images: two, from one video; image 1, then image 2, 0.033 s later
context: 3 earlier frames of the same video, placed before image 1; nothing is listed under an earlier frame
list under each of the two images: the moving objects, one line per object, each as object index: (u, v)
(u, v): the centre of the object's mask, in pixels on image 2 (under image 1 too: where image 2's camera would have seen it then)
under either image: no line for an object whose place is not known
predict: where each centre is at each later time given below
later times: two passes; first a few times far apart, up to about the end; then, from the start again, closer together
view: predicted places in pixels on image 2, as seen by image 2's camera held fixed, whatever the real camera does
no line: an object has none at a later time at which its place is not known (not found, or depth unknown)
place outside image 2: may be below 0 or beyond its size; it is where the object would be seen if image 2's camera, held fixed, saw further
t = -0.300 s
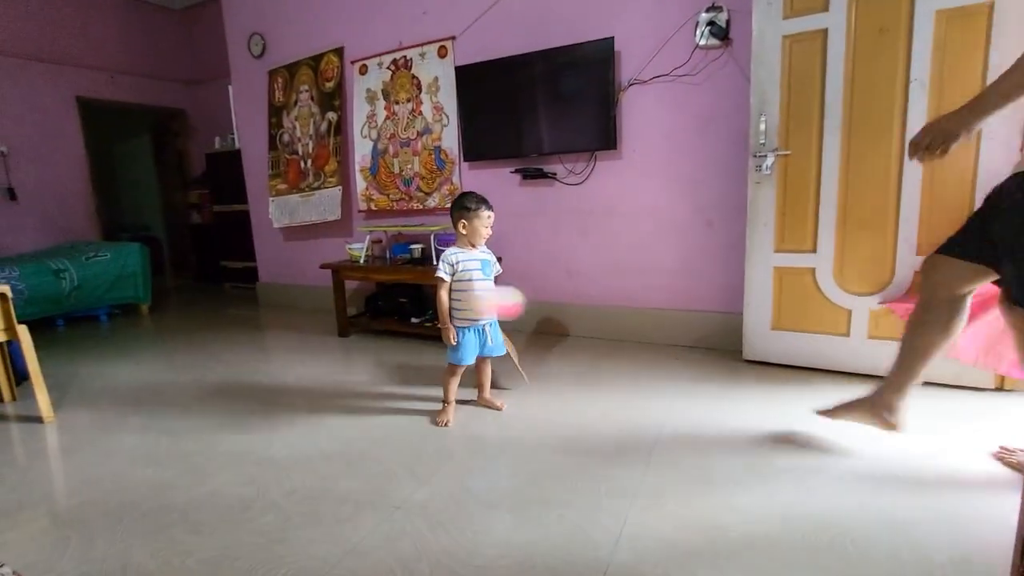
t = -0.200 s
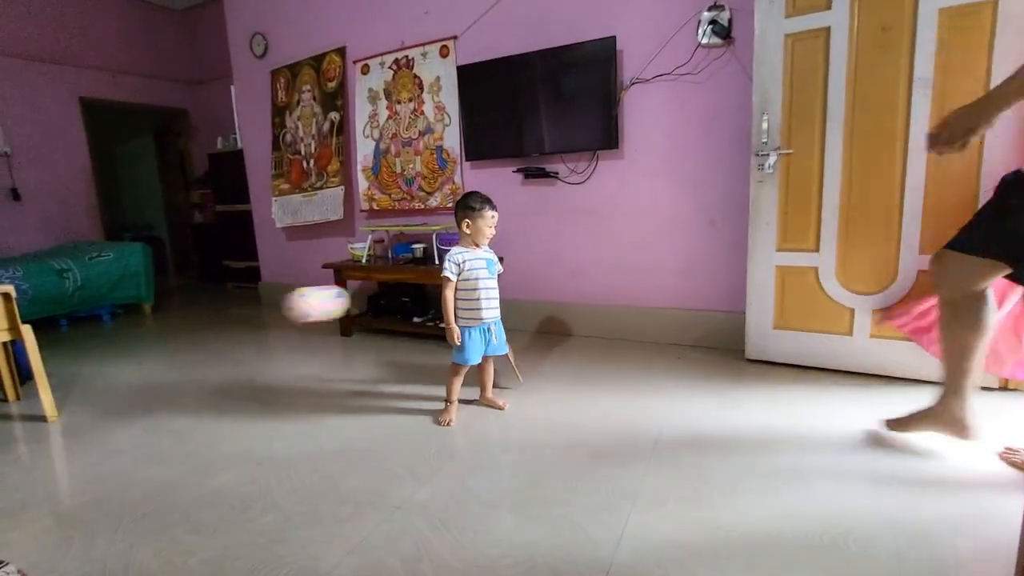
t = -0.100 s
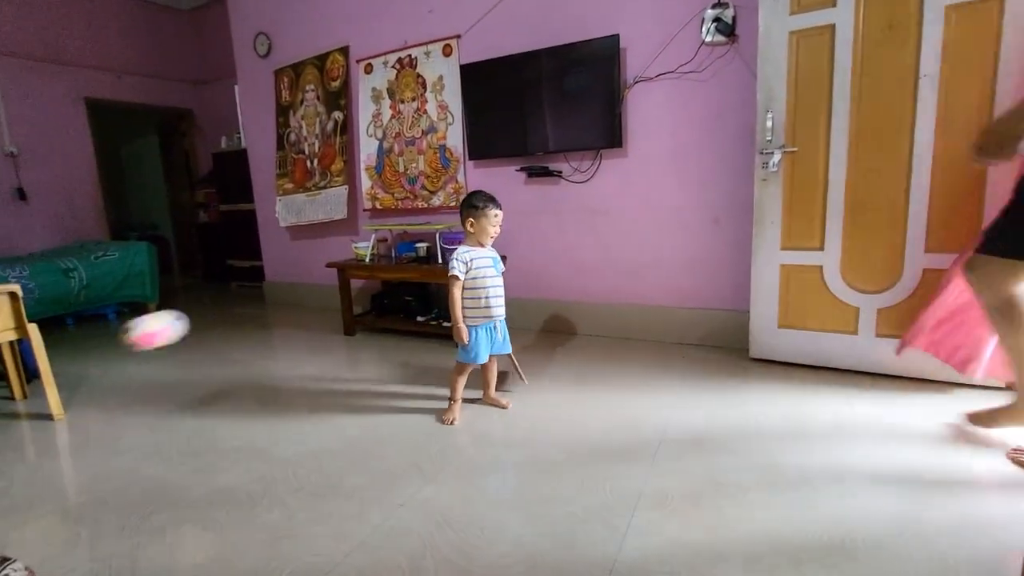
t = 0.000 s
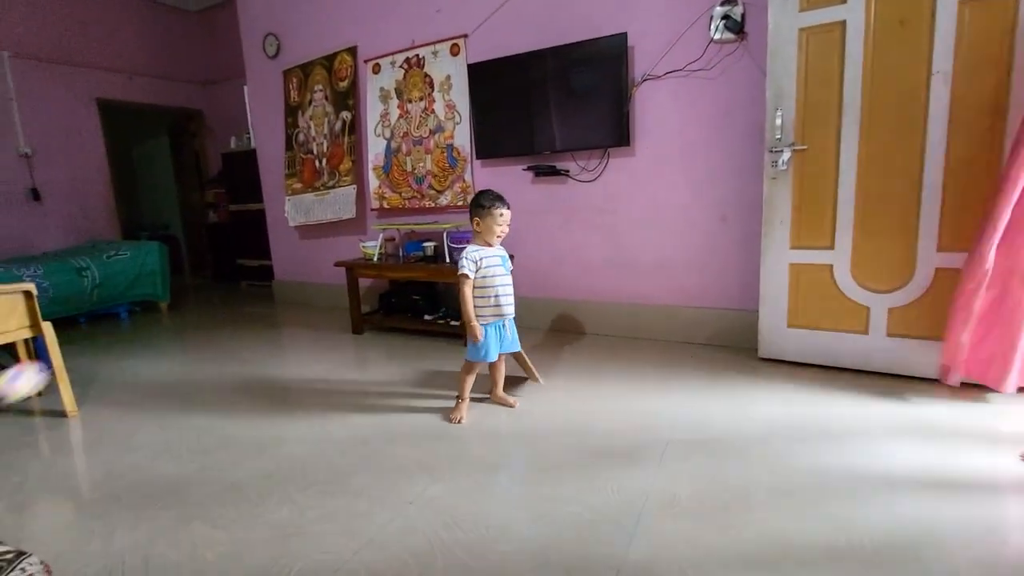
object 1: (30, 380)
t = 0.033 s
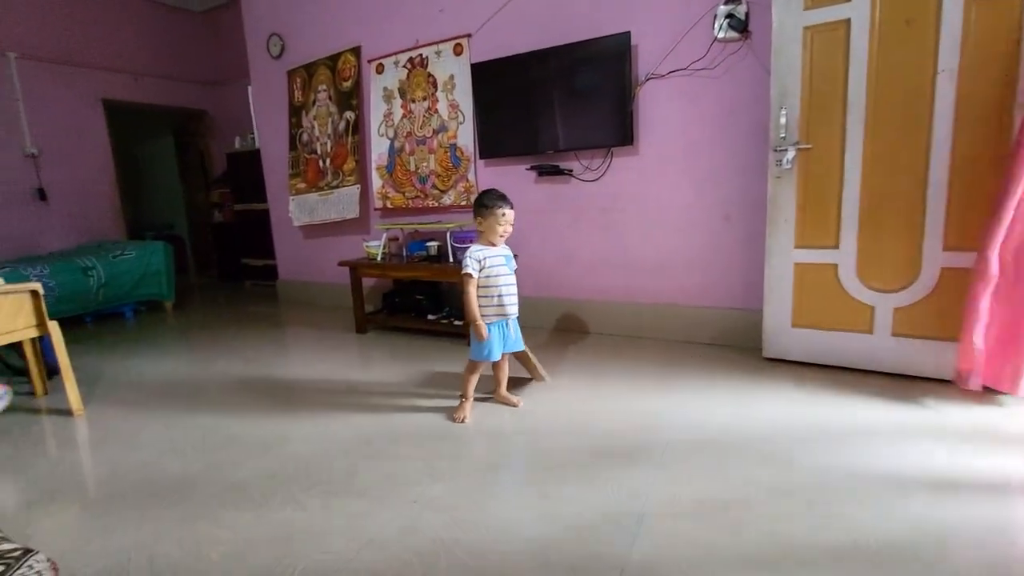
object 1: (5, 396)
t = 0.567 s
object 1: (62, 406)
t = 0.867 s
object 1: (168, 398)
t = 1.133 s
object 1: (242, 364)
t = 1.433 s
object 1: (316, 349)
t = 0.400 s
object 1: (-64, 412)
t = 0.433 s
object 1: (-26, 413)
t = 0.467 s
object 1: (3, 418)
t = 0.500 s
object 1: (30, 426)
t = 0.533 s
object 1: (50, 420)
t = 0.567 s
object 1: (62, 406)
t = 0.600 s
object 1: (73, 395)
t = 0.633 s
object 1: (86, 385)
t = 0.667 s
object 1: (99, 379)
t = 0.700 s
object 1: (107, 377)
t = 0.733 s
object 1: (119, 376)
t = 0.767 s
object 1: (131, 378)
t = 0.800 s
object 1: (144, 383)
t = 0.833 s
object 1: (156, 389)
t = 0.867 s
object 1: (168, 398)
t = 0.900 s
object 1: (178, 392)
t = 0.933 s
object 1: (187, 381)
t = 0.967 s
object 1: (195, 372)
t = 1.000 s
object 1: (204, 366)
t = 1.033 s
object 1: (214, 362)
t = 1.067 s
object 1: (223, 361)
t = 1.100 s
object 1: (233, 362)
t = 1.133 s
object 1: (242, 364)
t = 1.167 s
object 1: (253, 369)
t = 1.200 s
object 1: (262, 377)
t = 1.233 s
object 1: (272, 374)
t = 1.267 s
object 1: (278, 365)
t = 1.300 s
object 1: (286, 357)
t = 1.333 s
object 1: (292, 353)
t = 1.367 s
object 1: (300, 350)
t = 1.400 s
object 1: (308, 348)
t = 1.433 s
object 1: (316, 349)
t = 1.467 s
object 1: (324, 352)
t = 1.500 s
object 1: (333, 358)
